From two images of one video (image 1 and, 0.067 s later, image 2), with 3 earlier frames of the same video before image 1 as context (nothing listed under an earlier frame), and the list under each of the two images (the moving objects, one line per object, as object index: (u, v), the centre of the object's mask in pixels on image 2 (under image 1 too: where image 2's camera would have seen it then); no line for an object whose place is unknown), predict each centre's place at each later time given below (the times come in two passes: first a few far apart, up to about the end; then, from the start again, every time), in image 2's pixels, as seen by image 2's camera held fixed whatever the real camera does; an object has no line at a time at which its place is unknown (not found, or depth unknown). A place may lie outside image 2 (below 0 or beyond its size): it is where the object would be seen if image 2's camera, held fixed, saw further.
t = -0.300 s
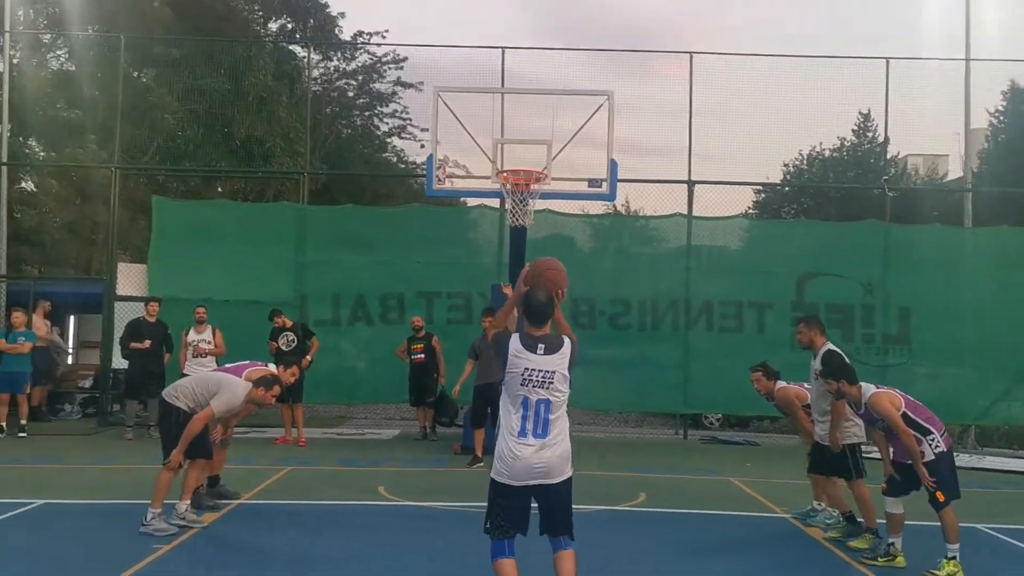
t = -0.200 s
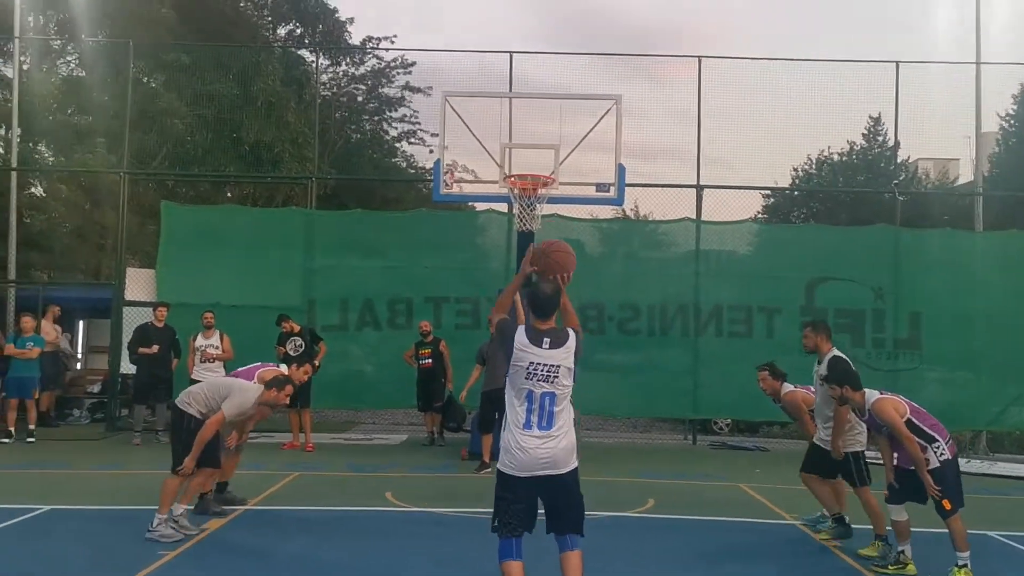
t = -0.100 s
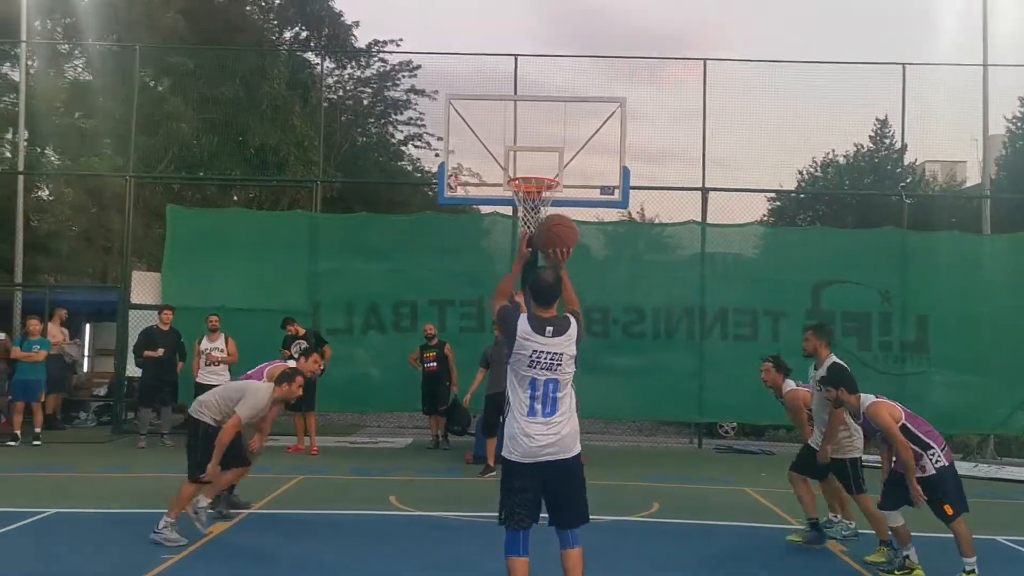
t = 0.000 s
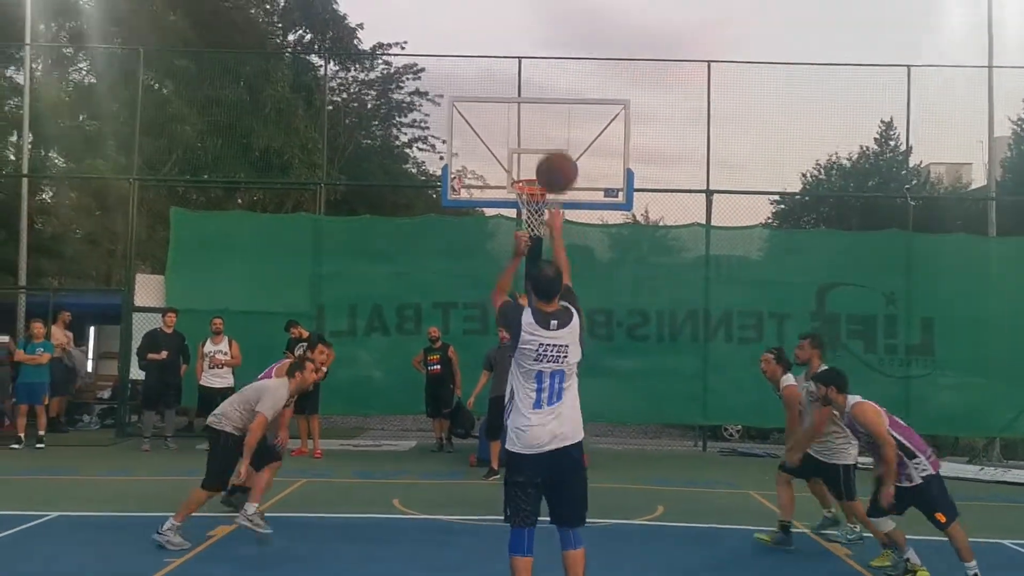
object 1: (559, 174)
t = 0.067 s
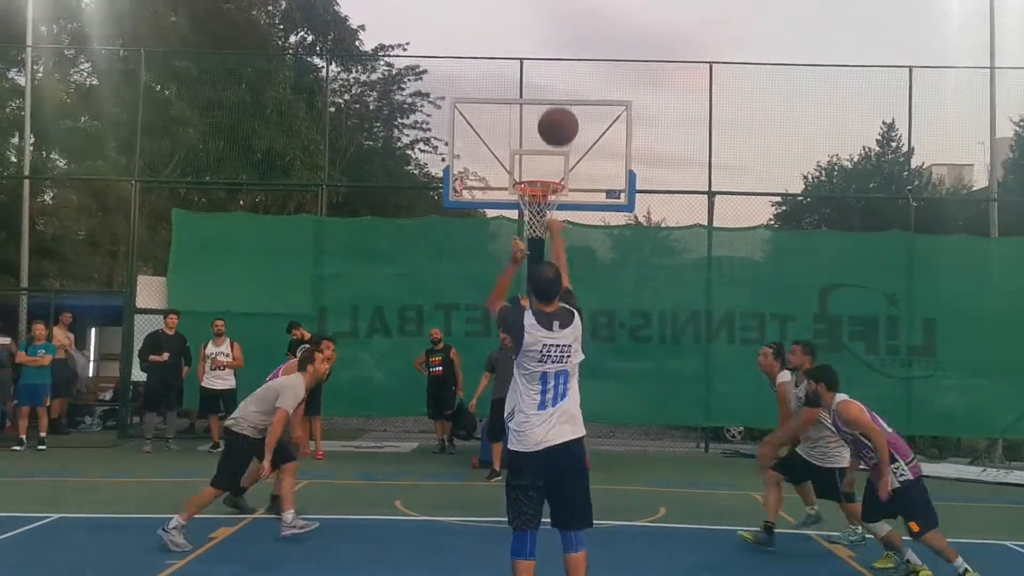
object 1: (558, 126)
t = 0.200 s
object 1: (557, 65)
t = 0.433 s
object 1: (555, 34)
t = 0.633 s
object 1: (552, 64)
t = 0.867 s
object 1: (548, 147)
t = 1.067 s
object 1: (561, 136)
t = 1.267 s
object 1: (581, 123)
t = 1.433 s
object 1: (597, 145)
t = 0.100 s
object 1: (558, 107)
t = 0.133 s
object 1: (557, 91)
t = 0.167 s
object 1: (557, 77)
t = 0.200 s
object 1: (557, 65)
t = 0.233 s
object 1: (557, 55)
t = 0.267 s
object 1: (556, 47)
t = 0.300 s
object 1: (556, 41)
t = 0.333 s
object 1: (556, 37)
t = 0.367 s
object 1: (556, 34)
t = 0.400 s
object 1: (555, 33)
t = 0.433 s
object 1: (555, 34)
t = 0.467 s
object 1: (555, 36)
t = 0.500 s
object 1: (554, 39)
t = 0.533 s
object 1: (554, 43)
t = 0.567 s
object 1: (553, 49)
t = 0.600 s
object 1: (553, 56)
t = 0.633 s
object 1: (552, 64)
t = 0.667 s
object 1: (552, 73)
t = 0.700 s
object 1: (552, 83)
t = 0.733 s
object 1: (550, 94)
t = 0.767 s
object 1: (550, 106)
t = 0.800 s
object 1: (550, 119)
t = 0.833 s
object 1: (549, 132)
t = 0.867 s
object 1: (548, 147)
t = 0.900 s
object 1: (548, 162)
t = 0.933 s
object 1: (549, 167)
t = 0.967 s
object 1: (552, 157)
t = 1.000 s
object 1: (555, 149)
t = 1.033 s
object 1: (558, 142)
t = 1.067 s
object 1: (561, 136)
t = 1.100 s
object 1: (565, 131)
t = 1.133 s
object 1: (568, 127)
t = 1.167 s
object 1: (571, 124)
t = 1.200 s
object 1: (574, 122)
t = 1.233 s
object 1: (578, 122)
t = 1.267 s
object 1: (581, 123)
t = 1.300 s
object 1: (584, 125)
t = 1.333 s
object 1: (587, 128)
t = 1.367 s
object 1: (590, 133)
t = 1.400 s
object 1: (594, 138)
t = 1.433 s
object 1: (597, 145)
